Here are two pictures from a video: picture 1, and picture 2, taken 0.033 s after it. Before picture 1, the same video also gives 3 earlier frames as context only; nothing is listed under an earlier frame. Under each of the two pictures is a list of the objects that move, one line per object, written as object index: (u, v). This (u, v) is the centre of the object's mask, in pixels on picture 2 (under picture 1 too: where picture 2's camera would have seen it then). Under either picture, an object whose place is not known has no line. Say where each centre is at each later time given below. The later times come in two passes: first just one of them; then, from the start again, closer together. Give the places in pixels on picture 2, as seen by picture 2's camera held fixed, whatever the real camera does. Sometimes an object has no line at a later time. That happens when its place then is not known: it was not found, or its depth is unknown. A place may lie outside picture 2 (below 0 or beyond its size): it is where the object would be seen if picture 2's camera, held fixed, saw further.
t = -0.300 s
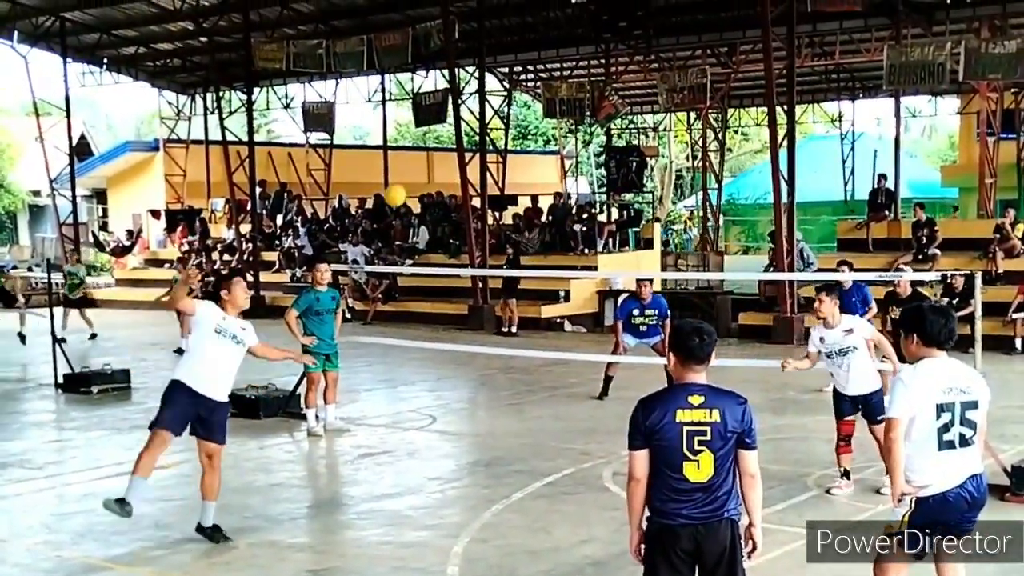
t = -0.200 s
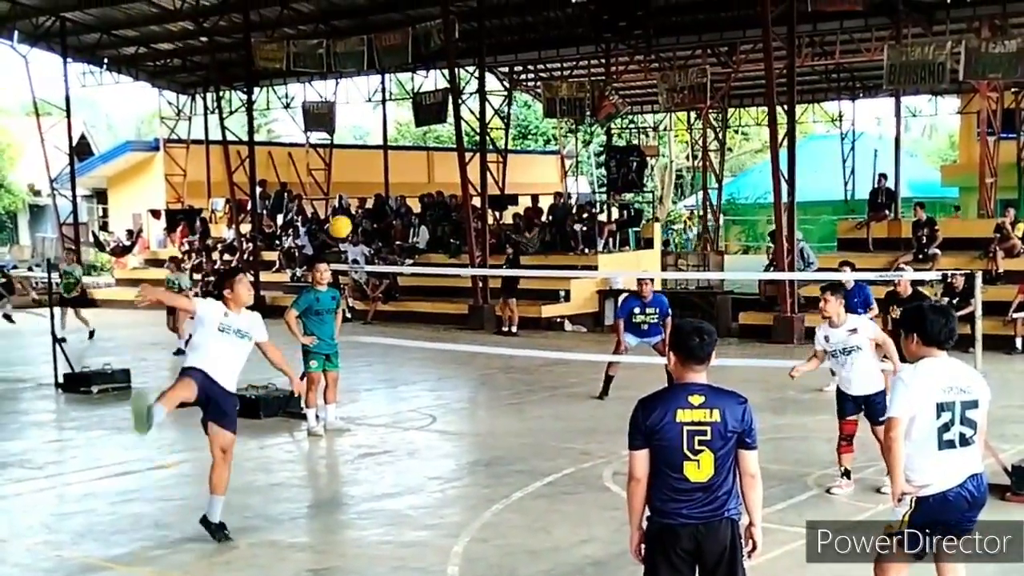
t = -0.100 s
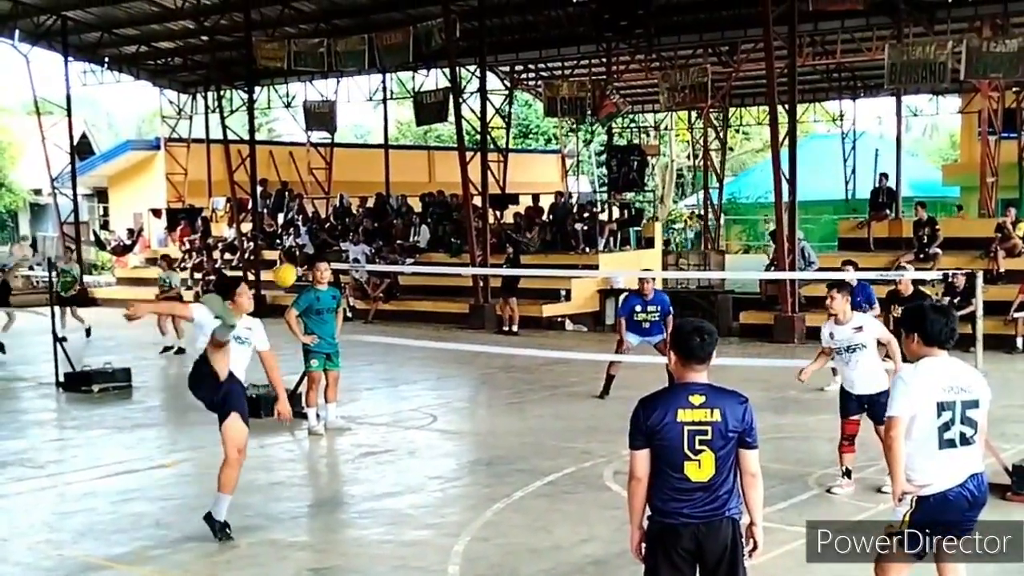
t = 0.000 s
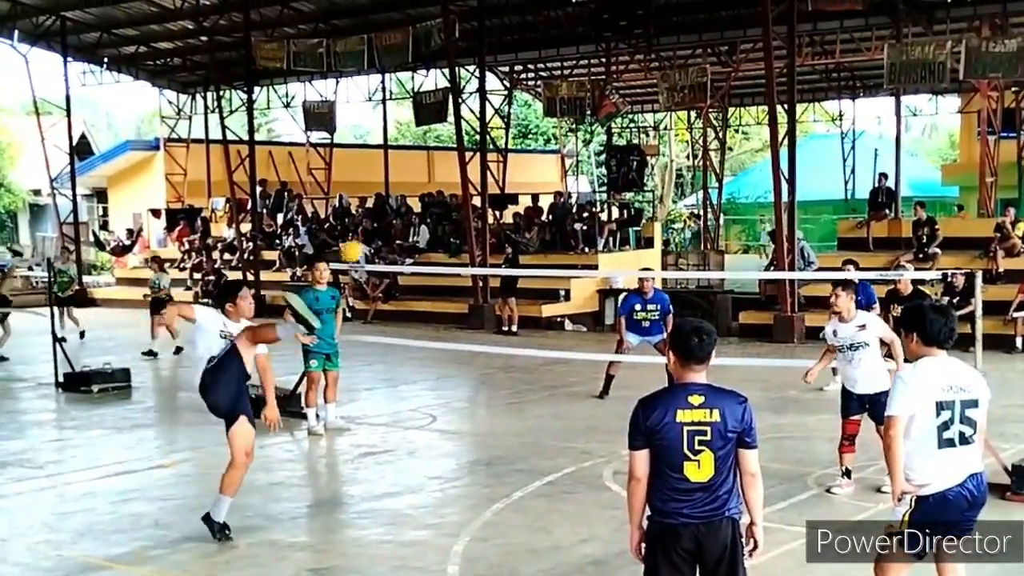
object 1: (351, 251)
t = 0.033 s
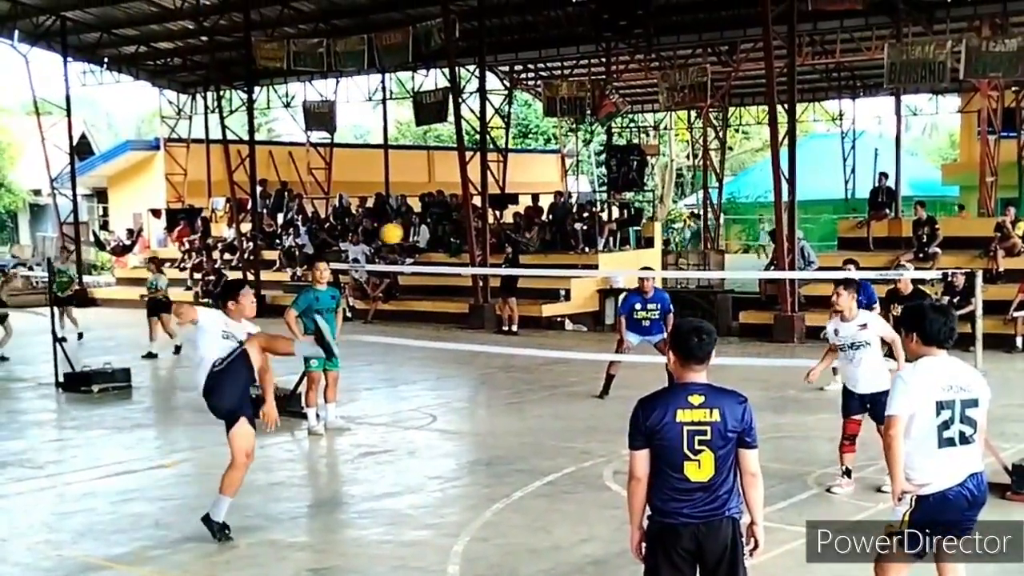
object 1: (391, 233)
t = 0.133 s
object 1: (496, 196)
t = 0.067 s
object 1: (429, 218)
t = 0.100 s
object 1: (462, 206)
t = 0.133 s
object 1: (496, 196)
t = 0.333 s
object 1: (663, 171)
